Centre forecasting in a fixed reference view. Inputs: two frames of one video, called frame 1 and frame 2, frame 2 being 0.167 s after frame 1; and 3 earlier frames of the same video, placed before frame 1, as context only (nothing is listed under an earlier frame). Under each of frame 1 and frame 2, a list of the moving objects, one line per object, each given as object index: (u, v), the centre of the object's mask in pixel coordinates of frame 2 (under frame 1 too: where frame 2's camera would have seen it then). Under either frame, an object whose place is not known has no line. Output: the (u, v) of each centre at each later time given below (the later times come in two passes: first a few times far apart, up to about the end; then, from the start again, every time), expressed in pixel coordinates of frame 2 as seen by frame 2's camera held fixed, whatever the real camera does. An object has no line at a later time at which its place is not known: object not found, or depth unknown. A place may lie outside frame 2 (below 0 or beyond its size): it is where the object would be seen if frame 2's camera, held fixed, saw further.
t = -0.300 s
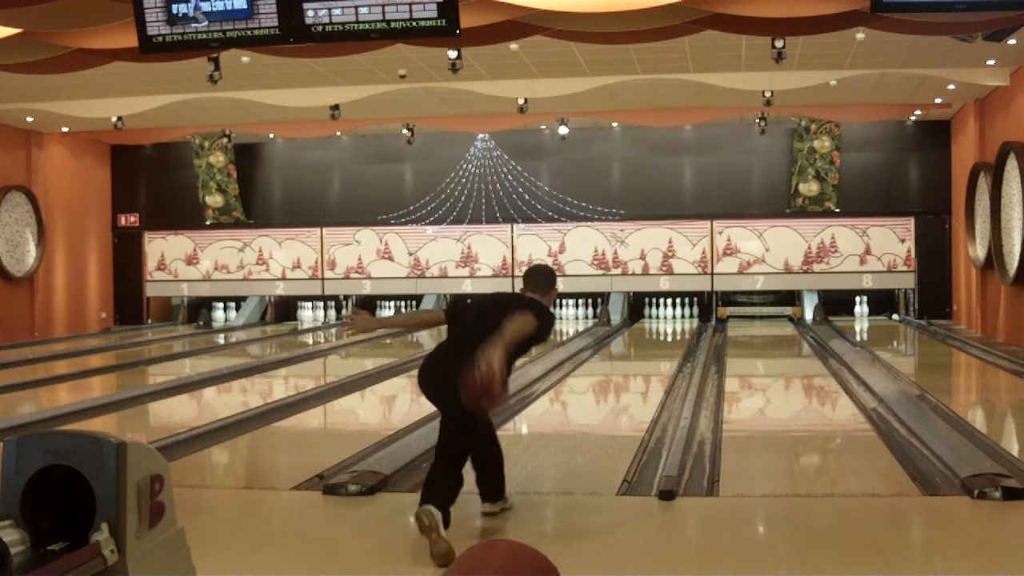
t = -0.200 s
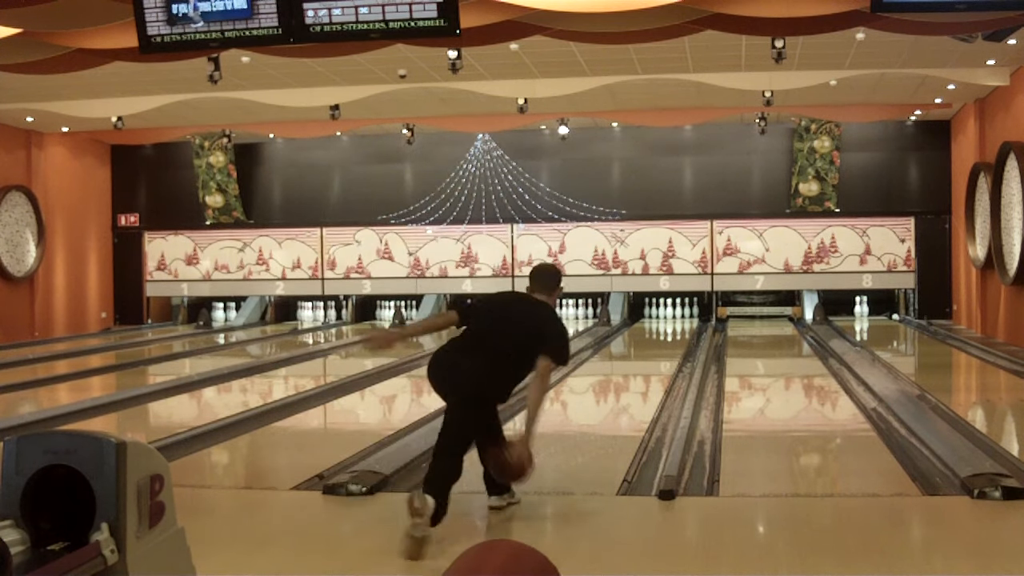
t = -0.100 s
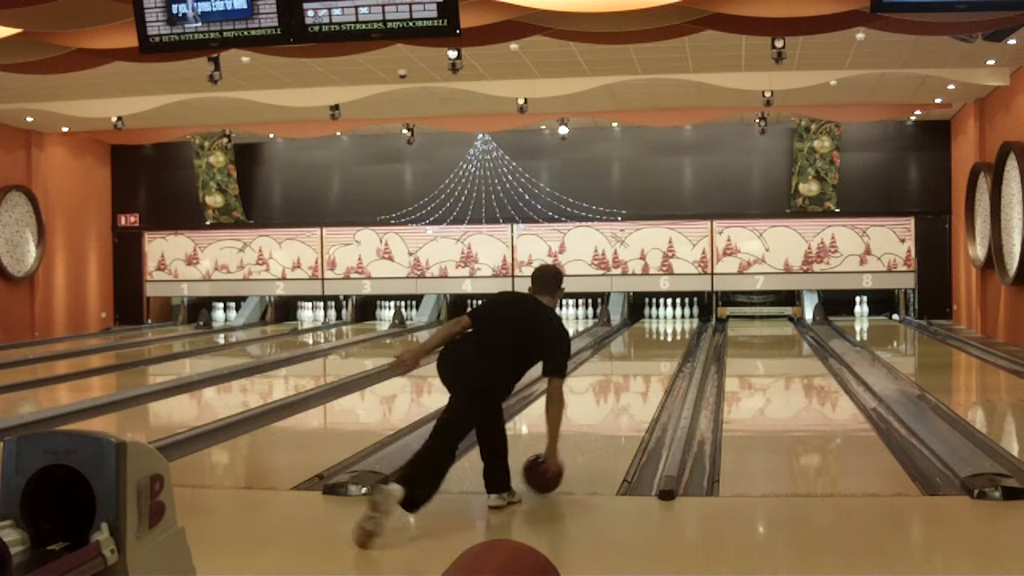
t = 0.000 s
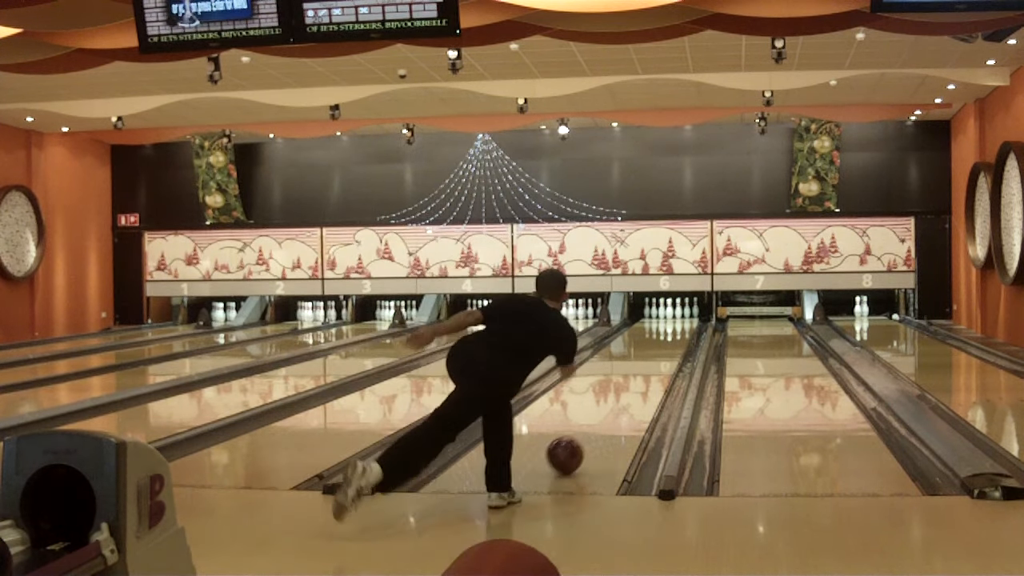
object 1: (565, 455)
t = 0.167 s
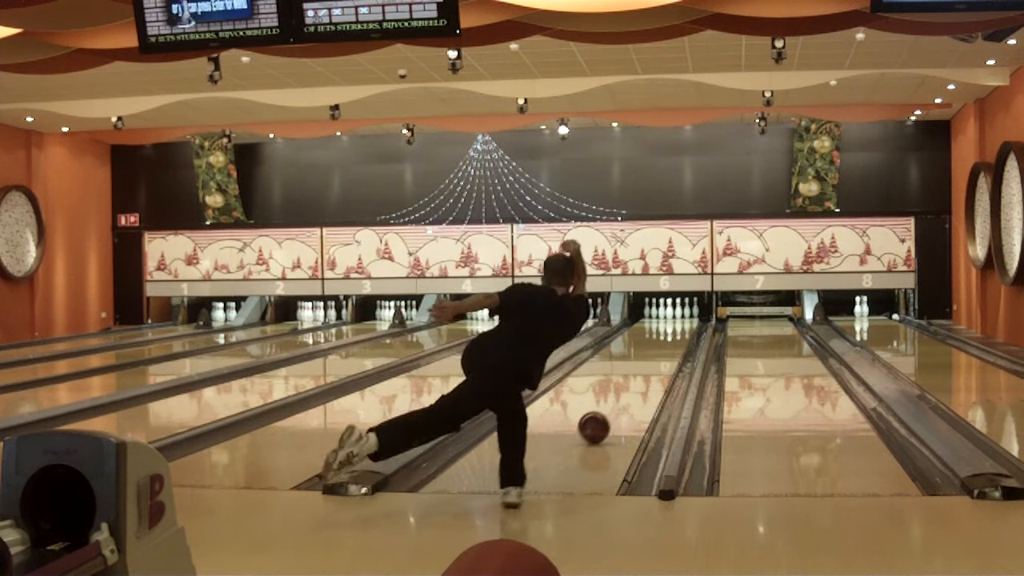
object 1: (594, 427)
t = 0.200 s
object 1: (598, 423)
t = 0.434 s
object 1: (625, 397)
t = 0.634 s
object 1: (642, 379)
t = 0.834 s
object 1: (655, 366)
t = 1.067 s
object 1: (665, 353)
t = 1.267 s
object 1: (672, 345)
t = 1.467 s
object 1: (678, 338)
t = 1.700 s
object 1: (680, 331)
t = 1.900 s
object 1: (681, 326)
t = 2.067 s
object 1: (681, 323)
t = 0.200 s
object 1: (598, 423)
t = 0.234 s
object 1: (603, 419)
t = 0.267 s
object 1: (607, 415)
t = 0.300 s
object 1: (611, 411)
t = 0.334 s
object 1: (615, 407)
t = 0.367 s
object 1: (619, 403)
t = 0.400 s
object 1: (622, 400)
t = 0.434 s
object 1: (625, 397)
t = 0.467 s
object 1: (628, 393)
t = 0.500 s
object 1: (631, 390)
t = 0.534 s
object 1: (634, 387)
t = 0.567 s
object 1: (637, 385)
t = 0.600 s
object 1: (640, 382)
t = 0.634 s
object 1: (642, 379)
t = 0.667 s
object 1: (644, 377)
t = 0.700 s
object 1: (647, 375)
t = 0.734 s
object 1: (649, 372)
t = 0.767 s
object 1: (651, 370)
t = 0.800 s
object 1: (653, 368)
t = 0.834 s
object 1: (655, 366)
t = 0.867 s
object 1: (656, 364)
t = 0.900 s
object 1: (658, 362)
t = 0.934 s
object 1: (660, 360)
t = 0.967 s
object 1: (661, 358)
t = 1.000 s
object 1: (663, 357)
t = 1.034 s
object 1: (664, 355)
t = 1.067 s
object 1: (665, 353)
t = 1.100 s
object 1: (667, 352)
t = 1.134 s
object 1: (668, 351)
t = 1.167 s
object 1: (669, 349)
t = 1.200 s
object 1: (671, 348)
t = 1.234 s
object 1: (672, 346)
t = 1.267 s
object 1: (672, 345)
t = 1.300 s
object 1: (673, 344)
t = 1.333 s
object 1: (674, 342)
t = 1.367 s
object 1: (675, 341)
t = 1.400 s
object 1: (676, 340)
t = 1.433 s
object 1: (677, 339)
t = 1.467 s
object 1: (678, 338)
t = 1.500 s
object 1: (678, 337)
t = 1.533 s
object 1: (679, 336)
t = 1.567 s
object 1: (679, 335)
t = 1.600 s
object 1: (679, 334)
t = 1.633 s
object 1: (679, 333)
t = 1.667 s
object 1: (680, 332)
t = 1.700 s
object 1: (680, 331)
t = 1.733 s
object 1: (681, 330)
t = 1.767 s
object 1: (681, 329)
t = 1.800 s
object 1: (681, 329)
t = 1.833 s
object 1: (681, 327)
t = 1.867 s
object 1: (681, 327)
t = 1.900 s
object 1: (681, 326)
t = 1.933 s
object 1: (681, 325)
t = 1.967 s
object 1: (681, 324)
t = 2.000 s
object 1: (681, 324)
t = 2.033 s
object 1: (680, 323)
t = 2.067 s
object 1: (681, 323)
